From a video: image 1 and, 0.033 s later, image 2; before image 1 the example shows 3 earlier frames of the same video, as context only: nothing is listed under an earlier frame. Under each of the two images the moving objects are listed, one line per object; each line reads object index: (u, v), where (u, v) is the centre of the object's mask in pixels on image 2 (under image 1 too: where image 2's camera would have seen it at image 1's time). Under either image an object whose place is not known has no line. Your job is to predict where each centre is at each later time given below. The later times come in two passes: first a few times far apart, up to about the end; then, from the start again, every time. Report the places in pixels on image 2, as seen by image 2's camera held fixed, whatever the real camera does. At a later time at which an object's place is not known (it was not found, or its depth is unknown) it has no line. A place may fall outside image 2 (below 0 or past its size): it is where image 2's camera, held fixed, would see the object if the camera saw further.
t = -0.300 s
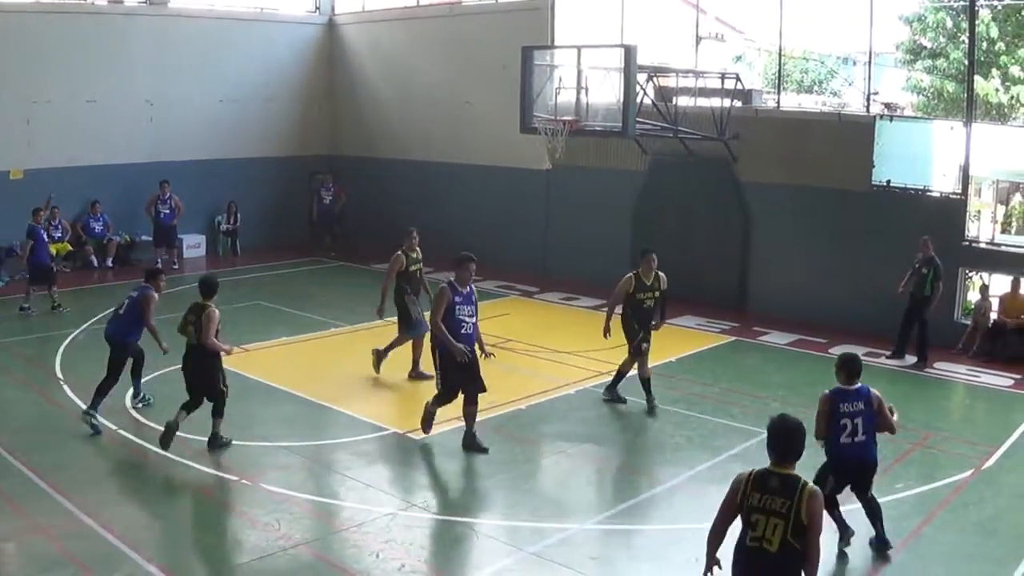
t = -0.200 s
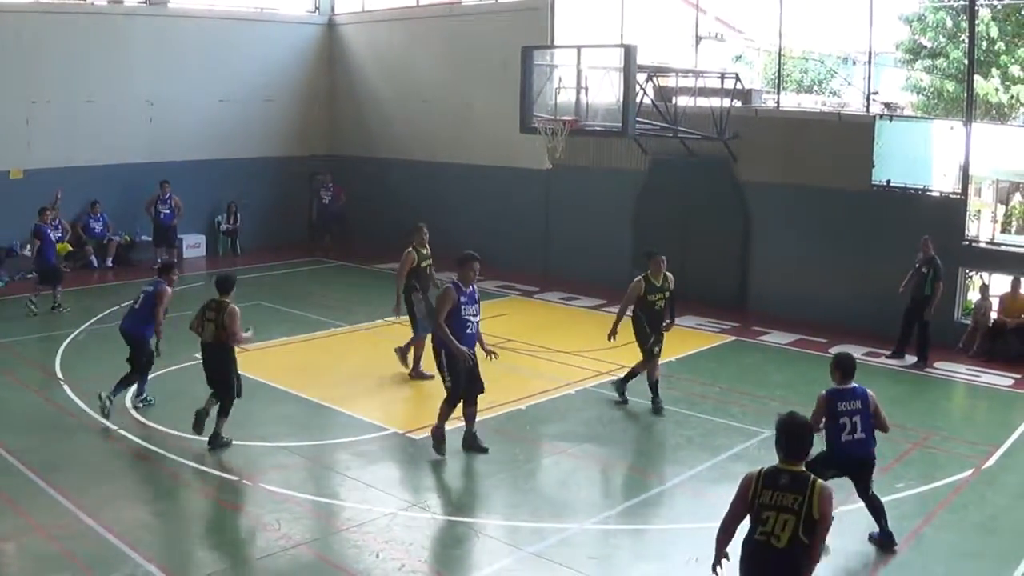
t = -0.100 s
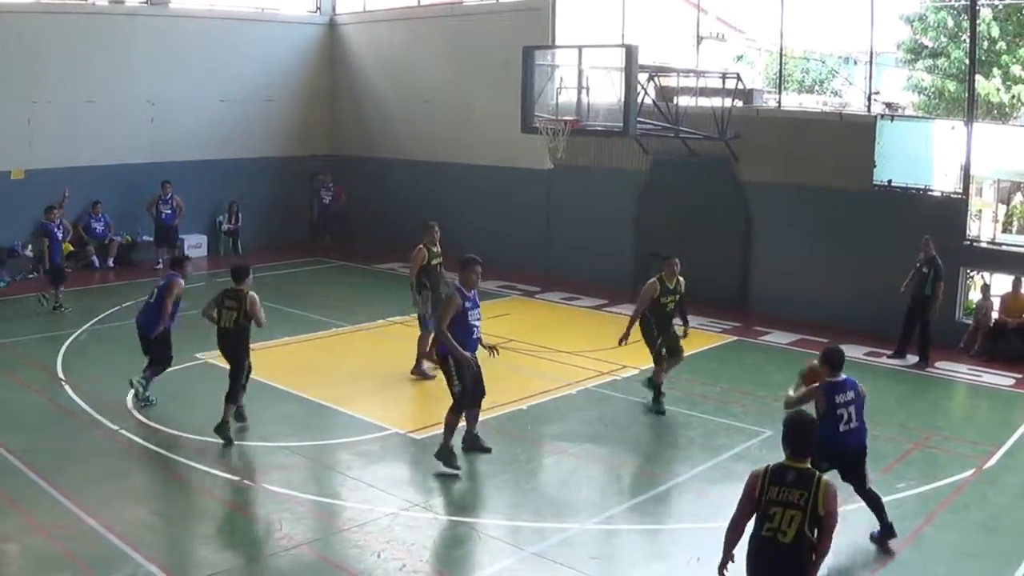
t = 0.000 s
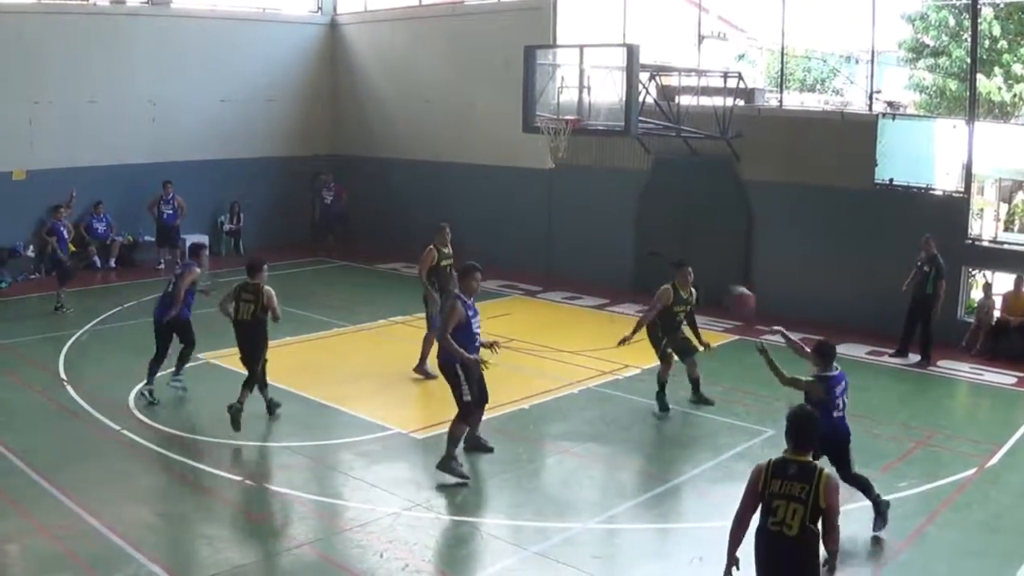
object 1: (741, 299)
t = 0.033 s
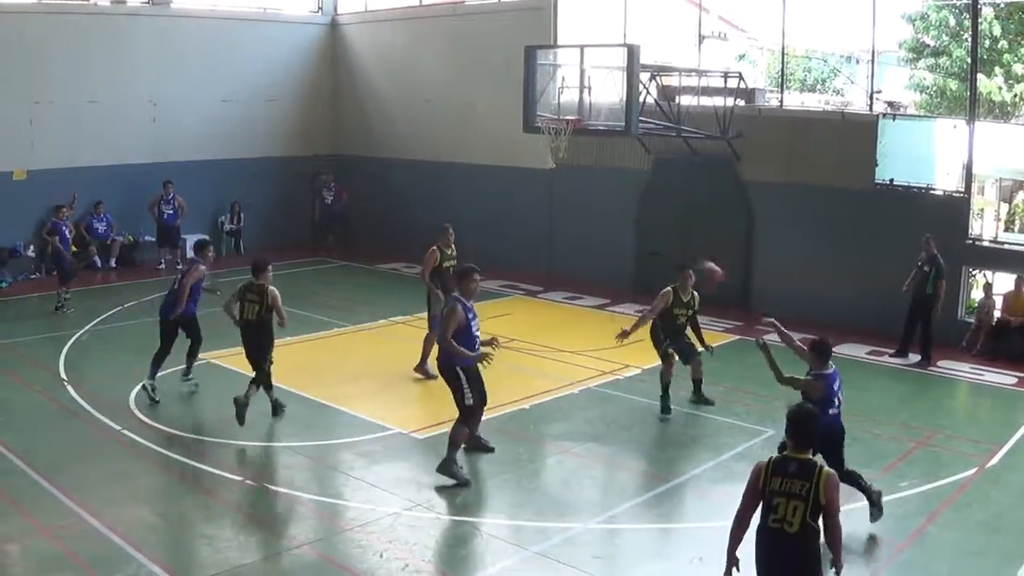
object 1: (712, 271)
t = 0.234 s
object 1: (547, 170)
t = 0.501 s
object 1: (393, 125)
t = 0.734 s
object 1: (297, 134)
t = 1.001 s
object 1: (220, 181)
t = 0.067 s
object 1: (680, 251)
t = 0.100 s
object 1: (651, 230)
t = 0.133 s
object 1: (625, 210)
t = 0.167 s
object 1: (598, 195)
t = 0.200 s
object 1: (572, 182)
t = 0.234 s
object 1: (547, 170)
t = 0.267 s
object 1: (523, 161)
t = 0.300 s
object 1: (500, 153)
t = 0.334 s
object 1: (481, 145)
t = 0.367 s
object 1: (461, 138)
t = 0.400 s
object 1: (443, 134)
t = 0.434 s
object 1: (425, 129)
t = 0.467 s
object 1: (408, 126)
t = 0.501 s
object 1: (393, 125)
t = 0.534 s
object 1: (378, 123)
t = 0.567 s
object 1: (365, 122)
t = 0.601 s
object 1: (352, 121)
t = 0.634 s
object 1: (338, 123)
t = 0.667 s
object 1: (323, 127)
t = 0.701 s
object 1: (311, 129)
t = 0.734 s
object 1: (297, 134)
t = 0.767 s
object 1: (287, 139)
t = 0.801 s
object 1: (277, 144)
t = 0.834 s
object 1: (267, 149)
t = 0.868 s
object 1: (257, 154)
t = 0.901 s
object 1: (248, 160)
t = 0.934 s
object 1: (241, 164)
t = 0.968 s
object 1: (232, 172)
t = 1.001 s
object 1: (220, 181)
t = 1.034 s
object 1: (215, 187)
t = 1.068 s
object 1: (207, 195)
